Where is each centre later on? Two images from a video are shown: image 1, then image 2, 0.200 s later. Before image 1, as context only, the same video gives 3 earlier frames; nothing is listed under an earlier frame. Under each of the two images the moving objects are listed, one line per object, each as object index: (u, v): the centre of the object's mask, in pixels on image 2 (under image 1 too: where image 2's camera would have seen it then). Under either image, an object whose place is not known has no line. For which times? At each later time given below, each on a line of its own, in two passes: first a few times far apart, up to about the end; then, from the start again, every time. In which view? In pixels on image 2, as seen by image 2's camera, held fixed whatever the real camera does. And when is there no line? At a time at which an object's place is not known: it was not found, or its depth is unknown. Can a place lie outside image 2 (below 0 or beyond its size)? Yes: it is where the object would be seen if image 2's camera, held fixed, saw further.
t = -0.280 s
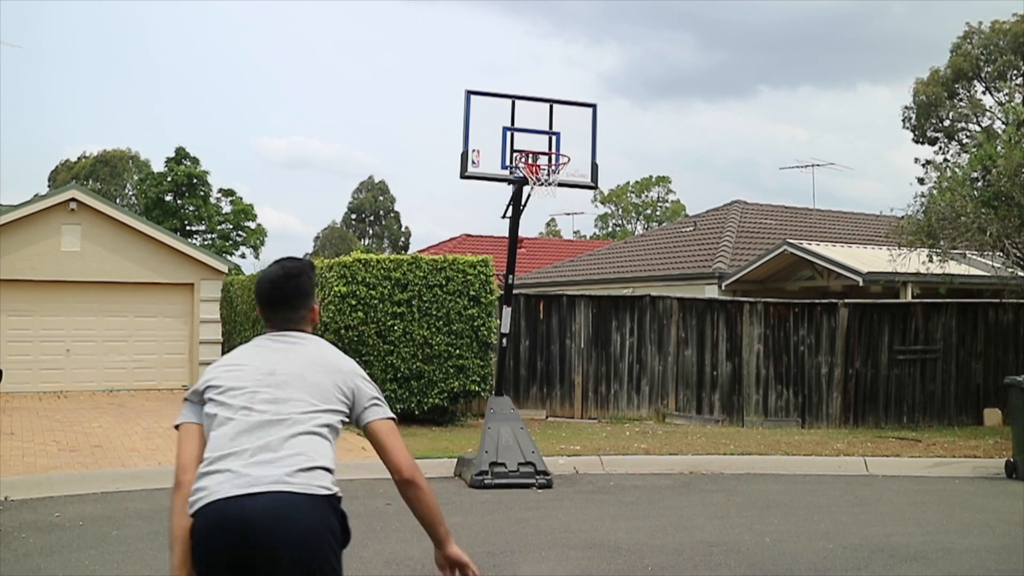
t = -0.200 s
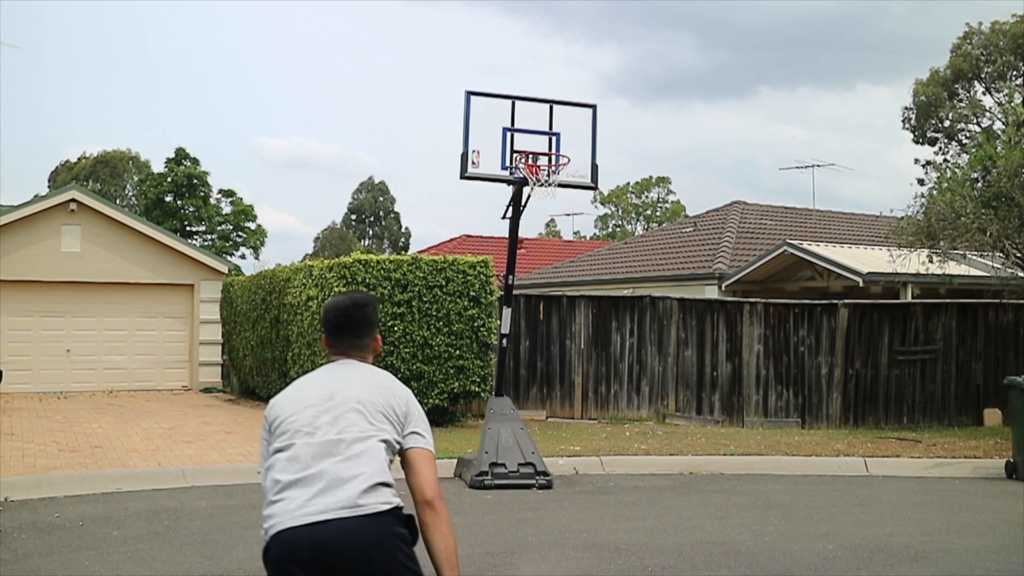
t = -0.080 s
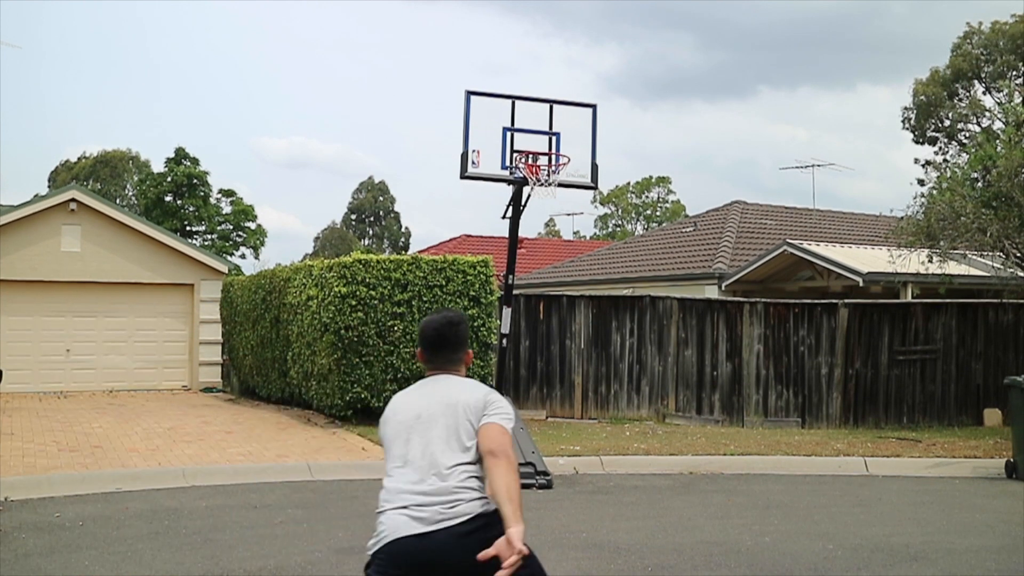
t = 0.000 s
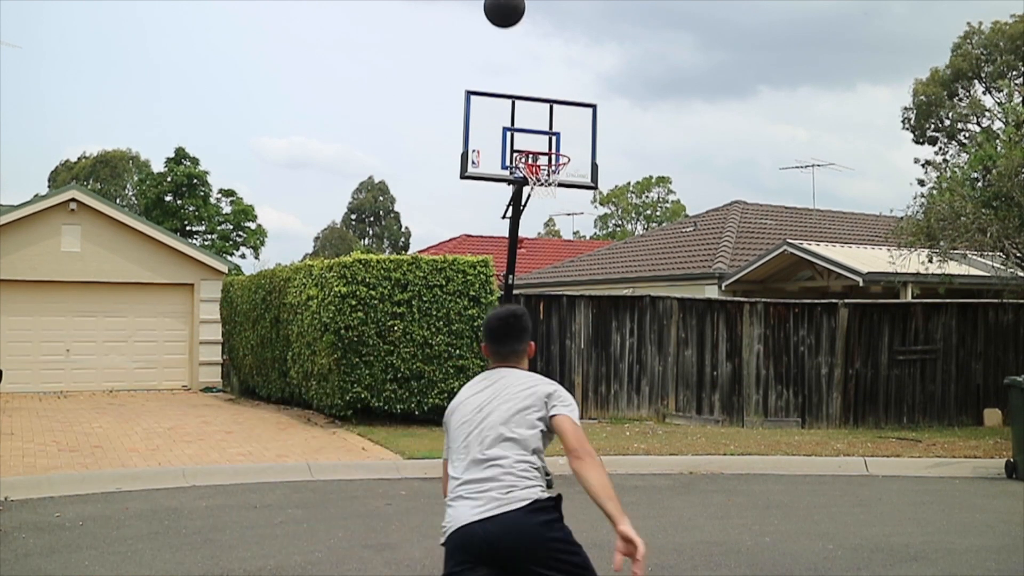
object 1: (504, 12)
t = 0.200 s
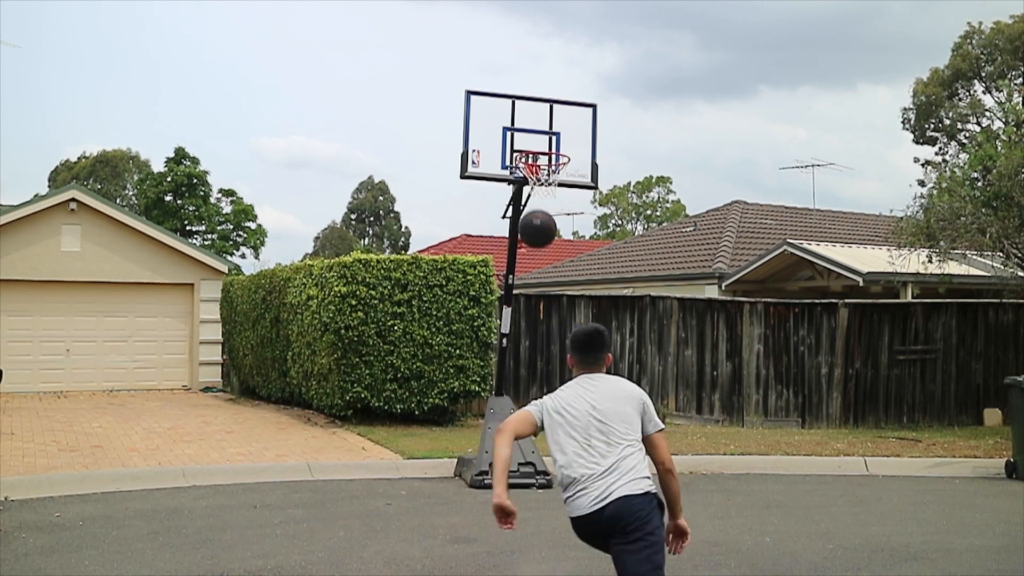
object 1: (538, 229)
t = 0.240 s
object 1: (543, 276)
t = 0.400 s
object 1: (564, 473)
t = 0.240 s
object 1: (543, 276)
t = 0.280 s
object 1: (549, 324)
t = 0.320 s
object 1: (554, 373)
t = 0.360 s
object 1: (559, 423)
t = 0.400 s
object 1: (564, 473)
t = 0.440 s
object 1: (569, 522)
